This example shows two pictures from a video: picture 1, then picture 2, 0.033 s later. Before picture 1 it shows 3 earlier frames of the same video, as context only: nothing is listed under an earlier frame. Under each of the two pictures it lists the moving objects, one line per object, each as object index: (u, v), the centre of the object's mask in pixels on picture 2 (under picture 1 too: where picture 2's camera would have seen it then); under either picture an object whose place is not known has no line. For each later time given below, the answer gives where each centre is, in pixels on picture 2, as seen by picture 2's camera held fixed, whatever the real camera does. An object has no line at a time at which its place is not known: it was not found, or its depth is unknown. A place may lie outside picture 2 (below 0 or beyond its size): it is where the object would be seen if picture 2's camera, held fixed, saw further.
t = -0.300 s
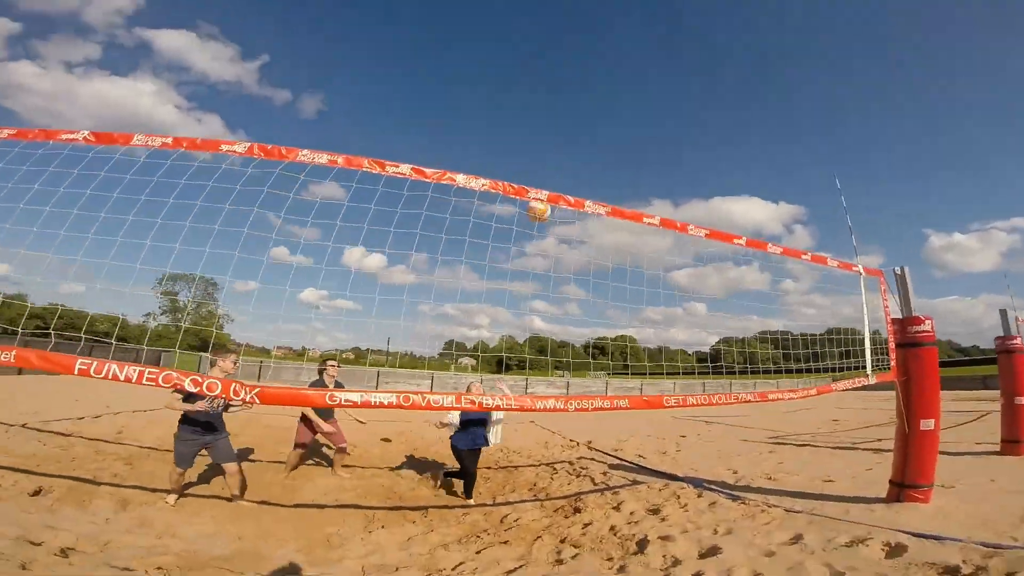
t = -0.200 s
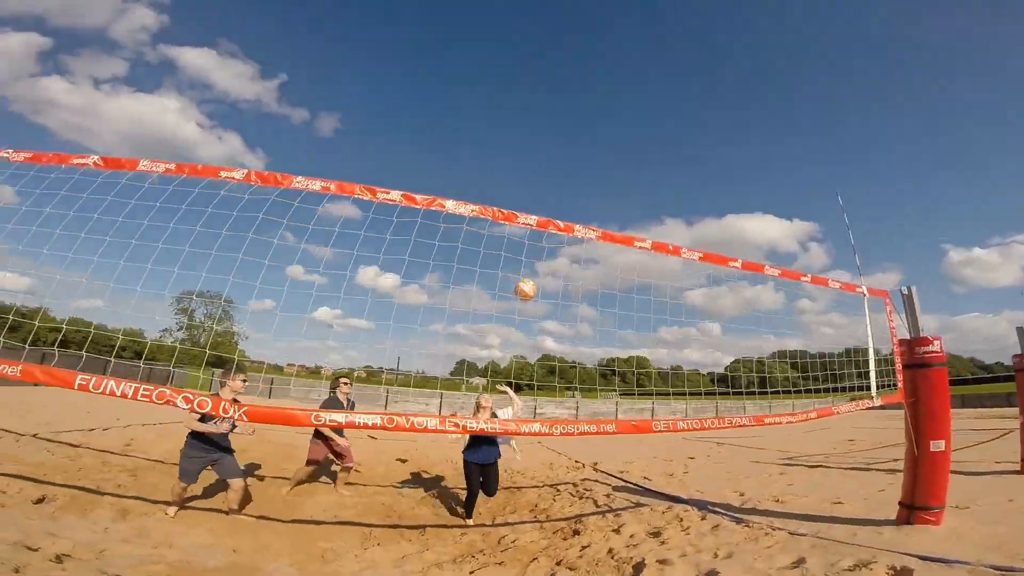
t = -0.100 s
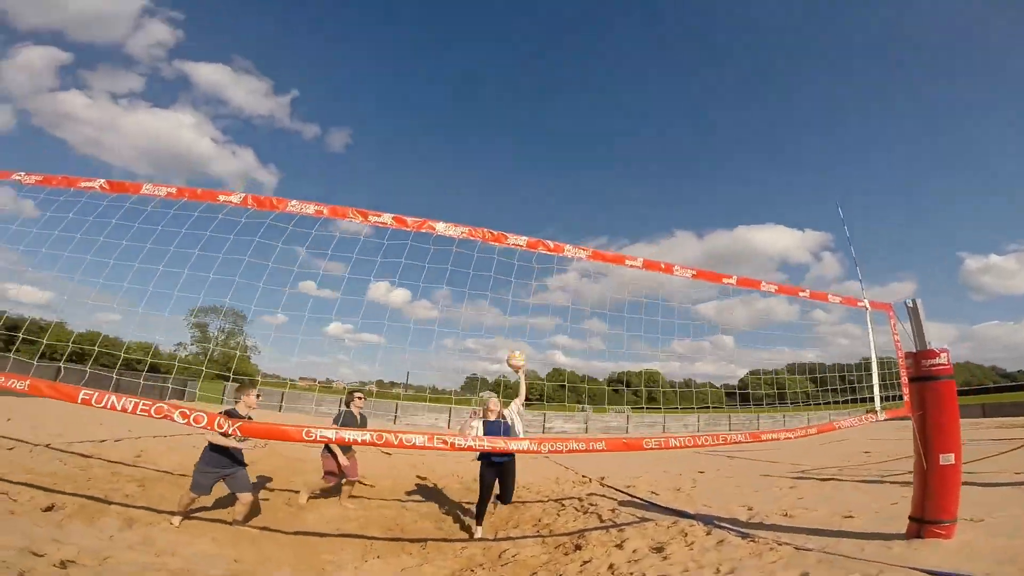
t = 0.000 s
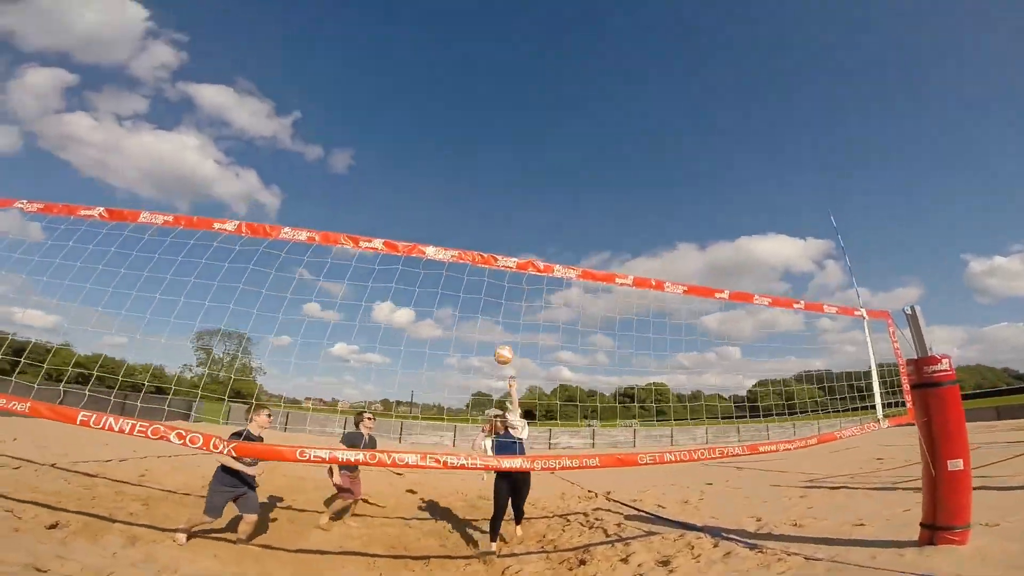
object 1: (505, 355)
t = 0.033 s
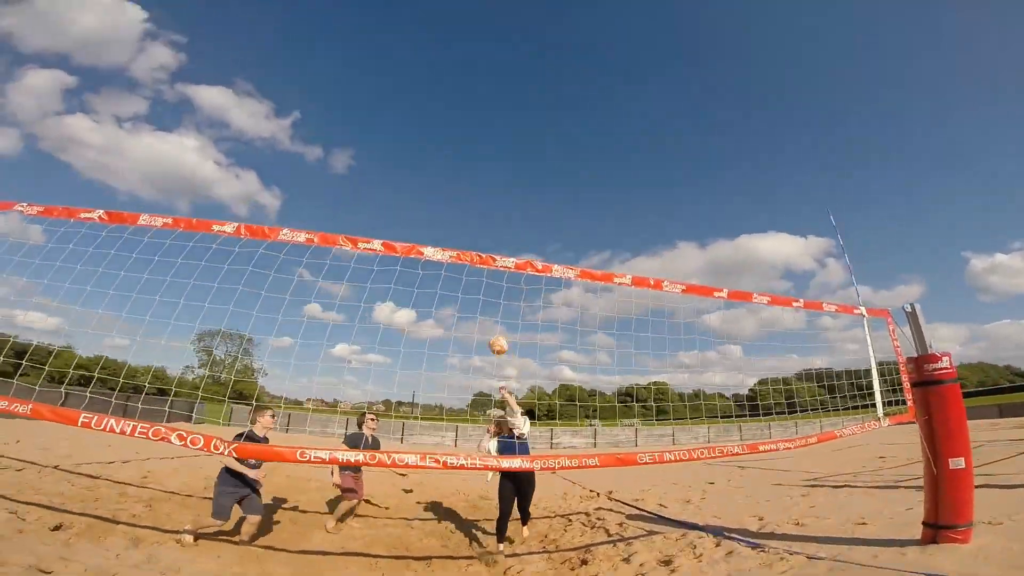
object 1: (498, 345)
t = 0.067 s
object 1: (493, 336)
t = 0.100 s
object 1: (488, 327)
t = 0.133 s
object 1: (482, 319)
